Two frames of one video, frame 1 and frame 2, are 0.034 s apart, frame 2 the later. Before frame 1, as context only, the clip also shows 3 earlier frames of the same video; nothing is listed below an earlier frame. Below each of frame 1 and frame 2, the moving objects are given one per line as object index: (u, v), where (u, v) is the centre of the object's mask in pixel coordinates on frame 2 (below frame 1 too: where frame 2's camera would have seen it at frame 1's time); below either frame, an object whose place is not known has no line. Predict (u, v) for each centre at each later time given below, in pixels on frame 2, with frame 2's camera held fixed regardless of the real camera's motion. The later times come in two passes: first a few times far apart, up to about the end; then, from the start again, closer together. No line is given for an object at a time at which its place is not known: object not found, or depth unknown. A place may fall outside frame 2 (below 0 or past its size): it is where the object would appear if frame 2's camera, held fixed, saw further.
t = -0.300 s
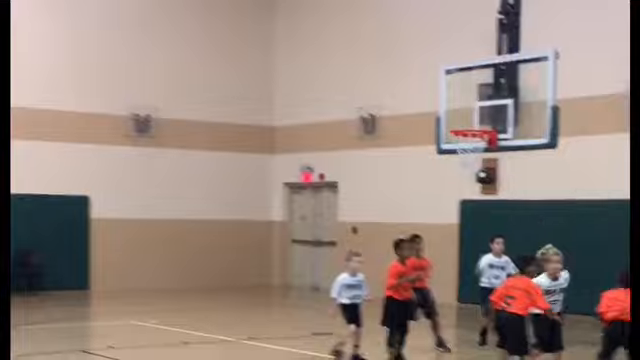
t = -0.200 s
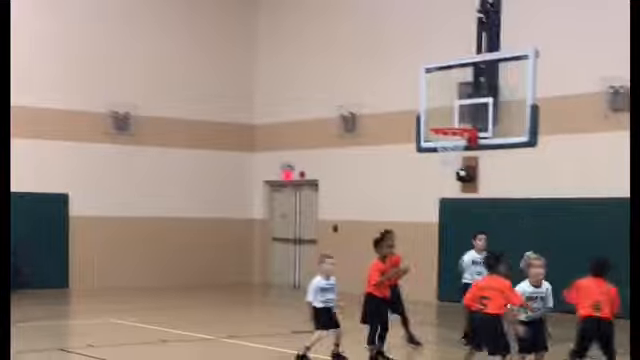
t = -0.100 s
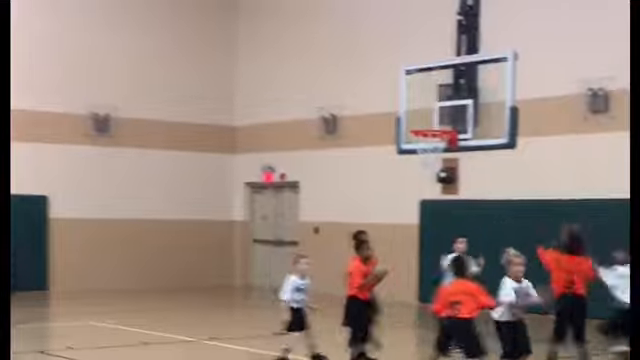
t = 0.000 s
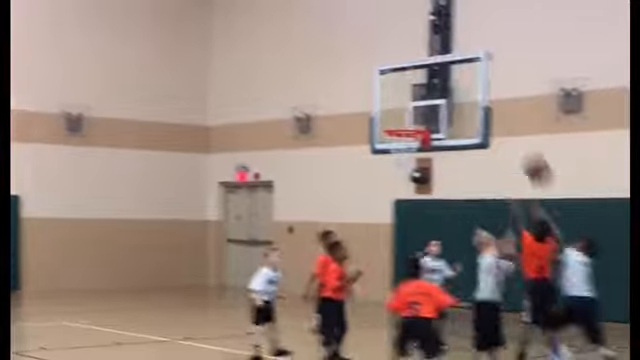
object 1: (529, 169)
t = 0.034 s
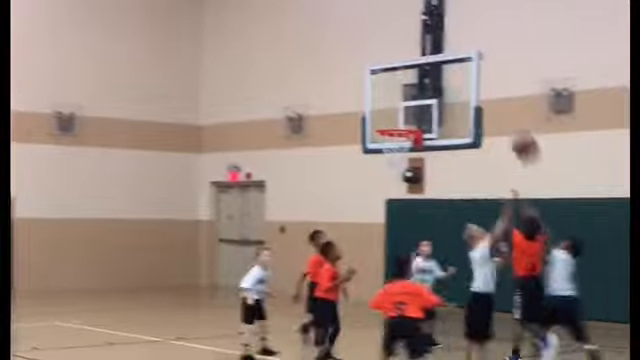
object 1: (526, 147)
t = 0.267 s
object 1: (499, 30)
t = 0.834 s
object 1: (442, 4)
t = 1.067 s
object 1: (421, 75)
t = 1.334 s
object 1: (389, 121)
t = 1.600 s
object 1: (434, 101)
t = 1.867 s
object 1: (479, 143)
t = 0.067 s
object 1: (522, 125)
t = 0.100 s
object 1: (518, 105)
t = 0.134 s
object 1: (513, 87)
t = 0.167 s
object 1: (509, 71)
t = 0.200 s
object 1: (506, 56)
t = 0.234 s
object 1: (502, 42)
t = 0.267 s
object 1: (499, 30)
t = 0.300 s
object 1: (495, 19)
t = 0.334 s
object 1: (491, 9)
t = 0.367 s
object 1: (488, 1)
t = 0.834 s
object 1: (442, 4)
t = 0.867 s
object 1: (440, 11)
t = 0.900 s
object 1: (434, 20)
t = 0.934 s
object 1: (429, 29)
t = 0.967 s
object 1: (428, 39)
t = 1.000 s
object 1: (426, 48)
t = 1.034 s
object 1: (424, 62)
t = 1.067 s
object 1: (421, 75)
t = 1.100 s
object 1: (423, 87)
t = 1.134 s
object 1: (415, 96)
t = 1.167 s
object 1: (407, 106)
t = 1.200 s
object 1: (404, 114)
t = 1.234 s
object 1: (397, 123)
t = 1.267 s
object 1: (392, 123)
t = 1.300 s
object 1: (387, 123)
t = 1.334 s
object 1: (389, 121)
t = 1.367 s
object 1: (394, 116)
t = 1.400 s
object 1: (400, 112)
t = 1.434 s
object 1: (405, 108)
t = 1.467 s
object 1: (412, 107)
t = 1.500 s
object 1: (418, 104)
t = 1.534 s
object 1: (422, 101)
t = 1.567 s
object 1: (431, 100)
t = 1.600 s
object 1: (434, 101)
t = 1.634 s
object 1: (440, 104)
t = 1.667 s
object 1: (446, 106)
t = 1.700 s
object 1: (450, 110)
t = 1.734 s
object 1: (457, 115)
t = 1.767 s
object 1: (462, 120)
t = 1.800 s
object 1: (466, 127)
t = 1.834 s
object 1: (473, 136)
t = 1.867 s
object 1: (479, 143)
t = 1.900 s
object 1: (485, 152)
